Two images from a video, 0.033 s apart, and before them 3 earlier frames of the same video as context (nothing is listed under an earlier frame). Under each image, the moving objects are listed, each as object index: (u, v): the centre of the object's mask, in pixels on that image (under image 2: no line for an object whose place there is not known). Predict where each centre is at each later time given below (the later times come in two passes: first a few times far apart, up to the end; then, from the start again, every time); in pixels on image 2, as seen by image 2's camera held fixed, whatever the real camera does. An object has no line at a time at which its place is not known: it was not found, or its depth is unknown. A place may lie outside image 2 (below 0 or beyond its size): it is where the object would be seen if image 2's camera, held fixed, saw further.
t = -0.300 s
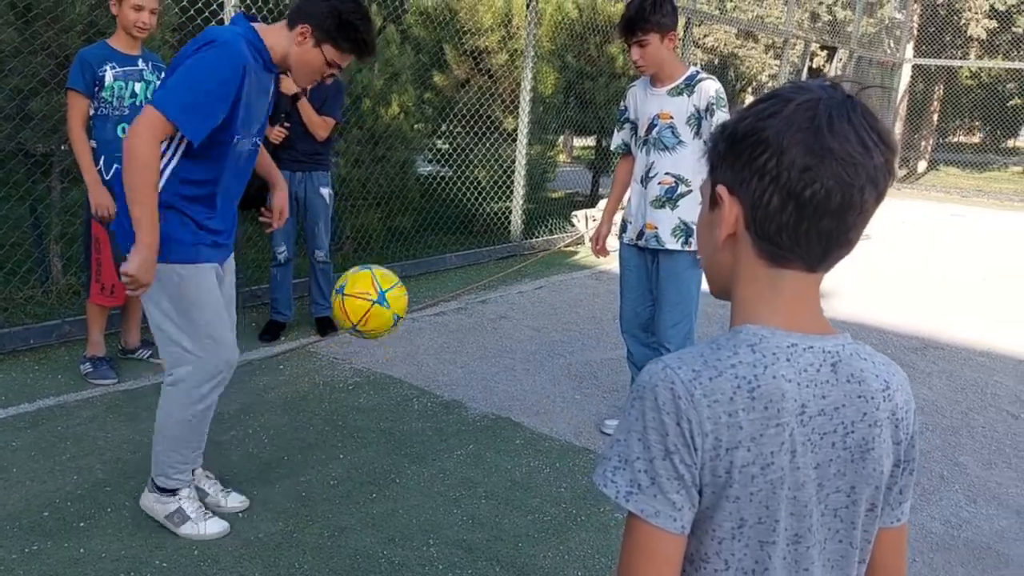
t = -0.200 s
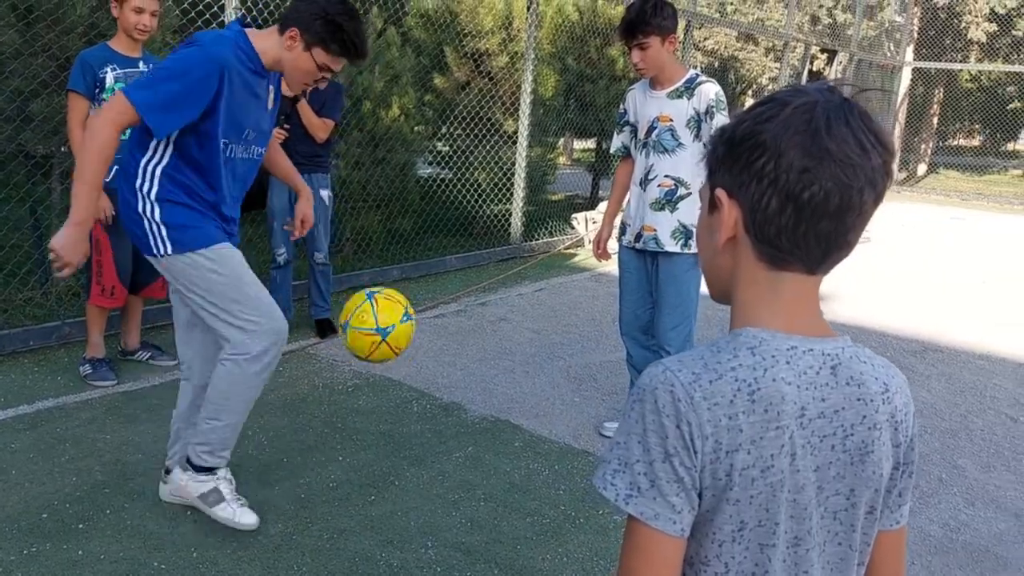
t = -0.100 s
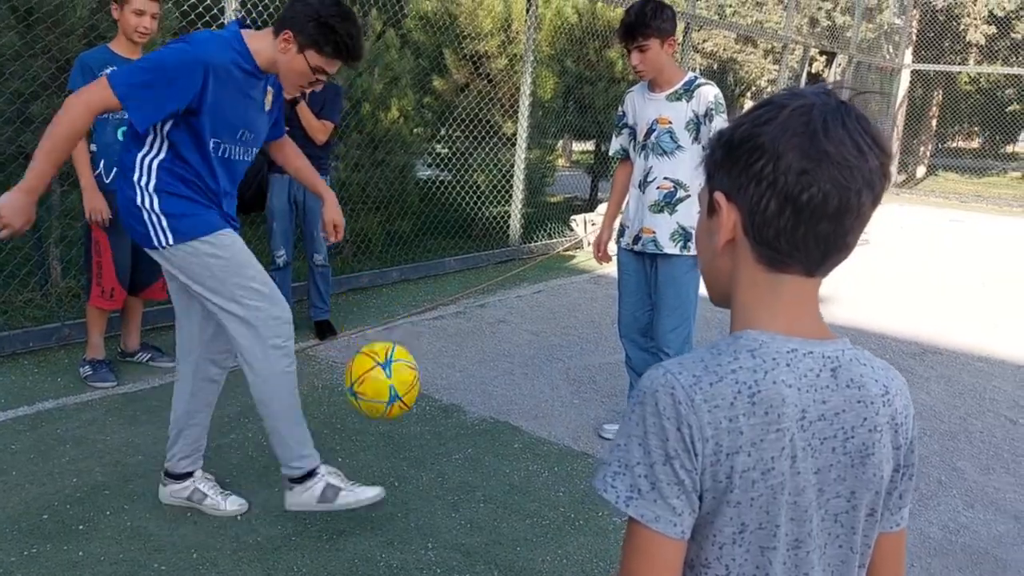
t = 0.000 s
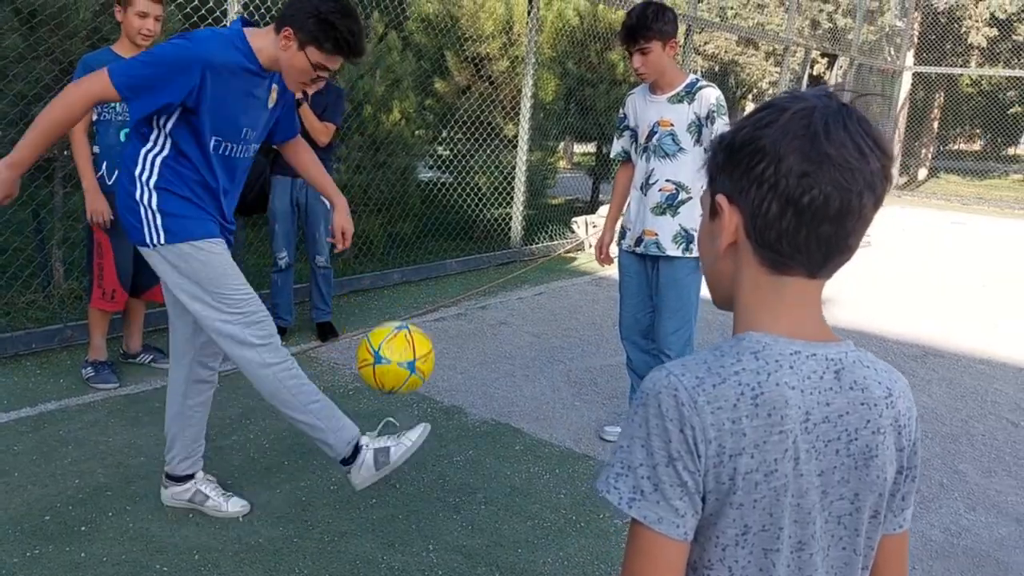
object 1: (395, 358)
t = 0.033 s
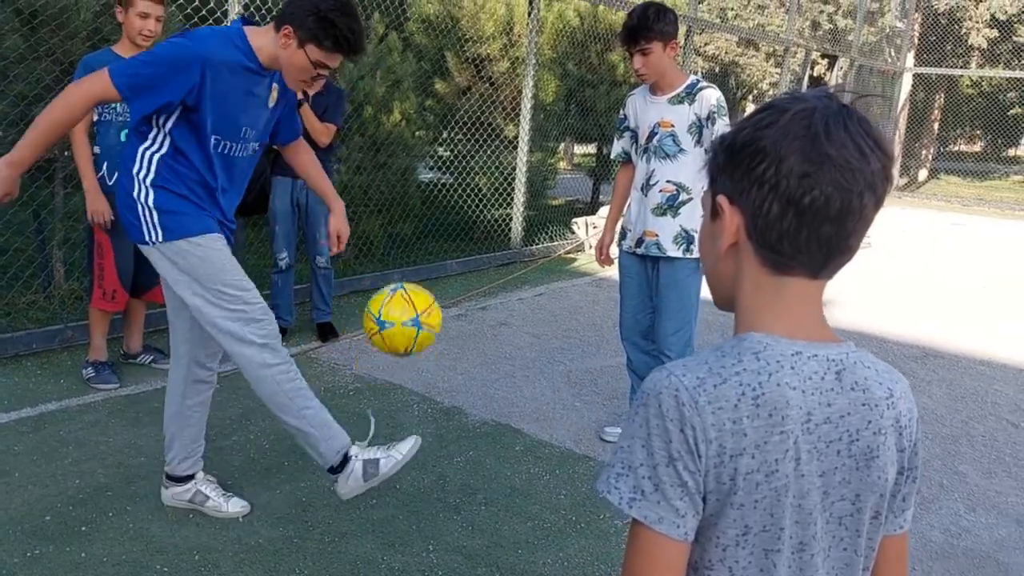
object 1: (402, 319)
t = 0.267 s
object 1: (447, 131)
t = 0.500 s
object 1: (484, 122)
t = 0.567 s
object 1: (492, 158)
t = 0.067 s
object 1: (409, 283)
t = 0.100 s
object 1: (416, 250)
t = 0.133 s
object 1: (422, 220)
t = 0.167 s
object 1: (429, 192)
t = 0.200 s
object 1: (435, 168)
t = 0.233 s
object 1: (442, 148)
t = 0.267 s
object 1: (447, 131)
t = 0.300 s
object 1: (454, 117)
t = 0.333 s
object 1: (459, 108)
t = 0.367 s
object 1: (465, 103)
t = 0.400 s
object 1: (470, 101)
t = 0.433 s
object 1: (476, 104)
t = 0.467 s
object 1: (480, 111)
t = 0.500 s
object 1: (484, 122)
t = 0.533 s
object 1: (488, 138)
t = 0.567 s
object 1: (492, 158)
